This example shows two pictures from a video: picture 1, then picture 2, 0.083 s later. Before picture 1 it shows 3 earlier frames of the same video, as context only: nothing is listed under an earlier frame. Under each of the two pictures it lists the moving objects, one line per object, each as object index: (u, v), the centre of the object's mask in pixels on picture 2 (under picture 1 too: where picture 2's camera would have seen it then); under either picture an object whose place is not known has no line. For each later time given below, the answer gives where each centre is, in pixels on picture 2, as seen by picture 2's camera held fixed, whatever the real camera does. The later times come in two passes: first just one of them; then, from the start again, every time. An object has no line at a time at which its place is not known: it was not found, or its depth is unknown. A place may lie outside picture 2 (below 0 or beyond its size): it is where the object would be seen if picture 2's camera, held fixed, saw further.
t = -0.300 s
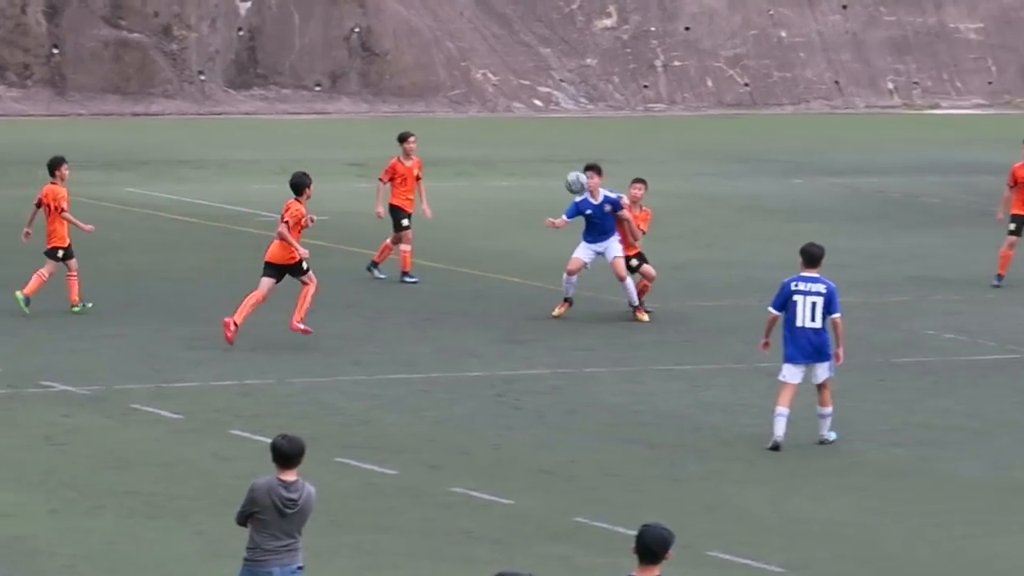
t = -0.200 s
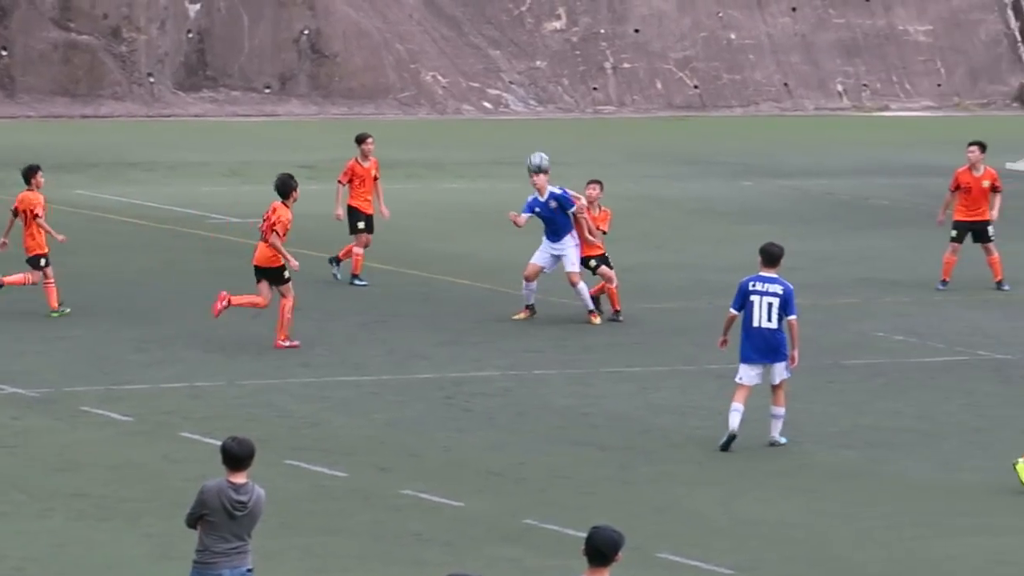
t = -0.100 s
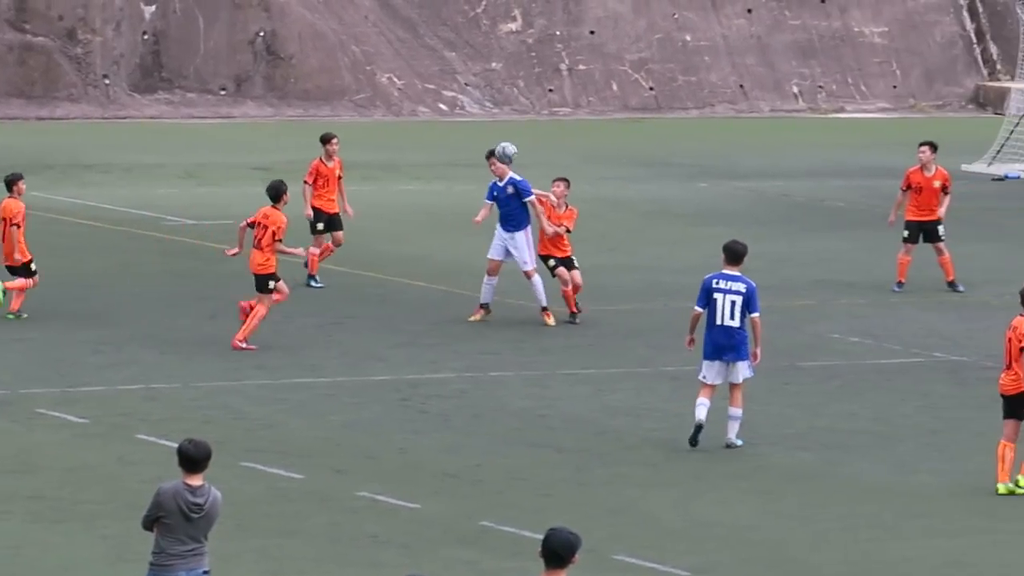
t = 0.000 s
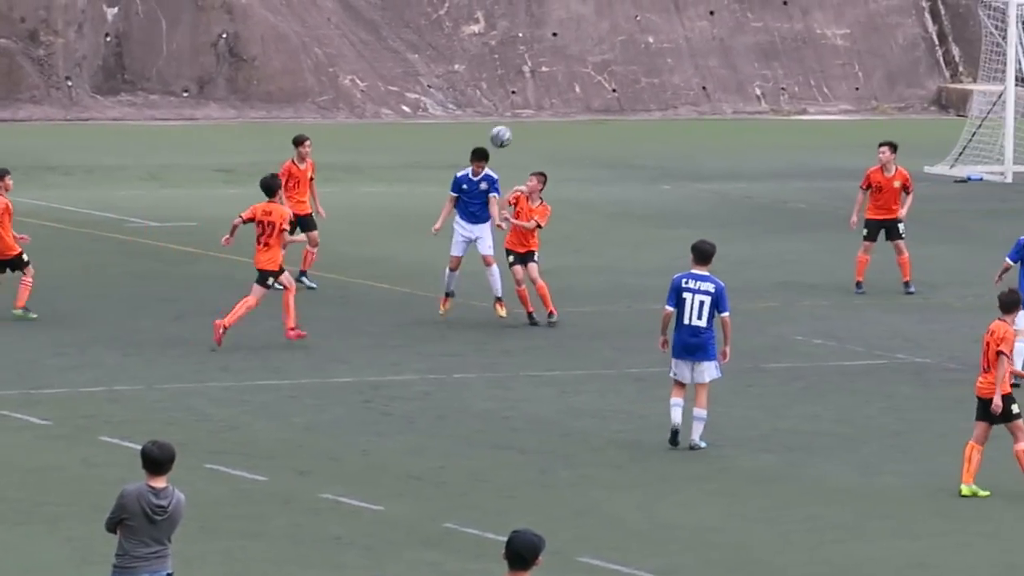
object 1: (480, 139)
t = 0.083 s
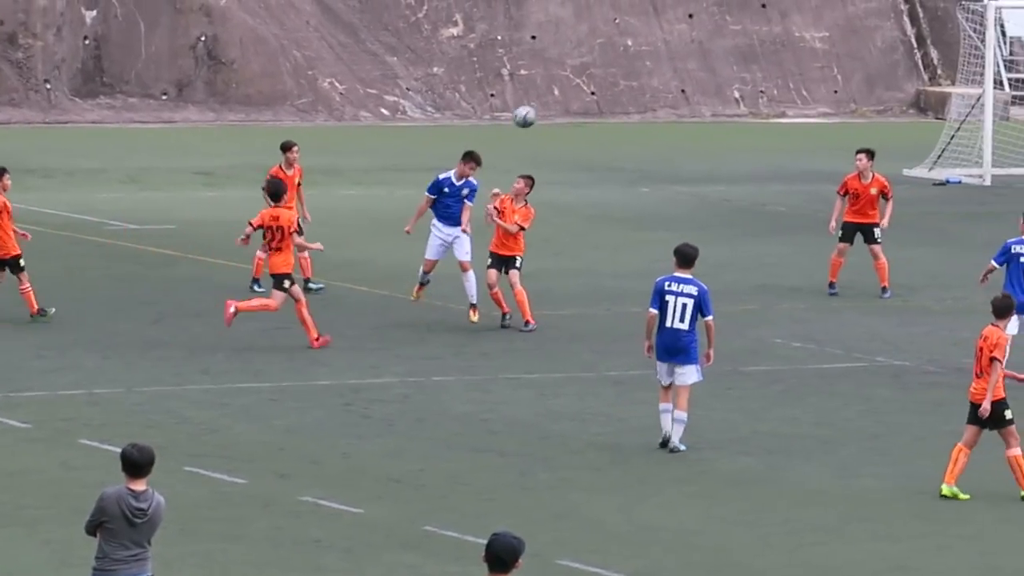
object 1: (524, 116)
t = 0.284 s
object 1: (633, 90)
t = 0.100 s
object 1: (533, 113)
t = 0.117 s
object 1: (543, 109)
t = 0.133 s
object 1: (552, 106)
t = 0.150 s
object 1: (561, 103)
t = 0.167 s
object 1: (569, 101)
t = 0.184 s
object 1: (580, 98)
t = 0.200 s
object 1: (588, 97)
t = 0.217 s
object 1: (597, 95)
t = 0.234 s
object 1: (606, 93)
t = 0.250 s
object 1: (615, 92)
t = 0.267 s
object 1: (625, 90)
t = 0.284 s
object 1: (633, 90)
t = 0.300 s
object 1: (642, 90)
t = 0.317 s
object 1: (651, 90)
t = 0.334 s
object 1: (660, 90)
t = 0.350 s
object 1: (670, 91)
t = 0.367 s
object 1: (679, 91)
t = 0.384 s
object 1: (688, 92)
